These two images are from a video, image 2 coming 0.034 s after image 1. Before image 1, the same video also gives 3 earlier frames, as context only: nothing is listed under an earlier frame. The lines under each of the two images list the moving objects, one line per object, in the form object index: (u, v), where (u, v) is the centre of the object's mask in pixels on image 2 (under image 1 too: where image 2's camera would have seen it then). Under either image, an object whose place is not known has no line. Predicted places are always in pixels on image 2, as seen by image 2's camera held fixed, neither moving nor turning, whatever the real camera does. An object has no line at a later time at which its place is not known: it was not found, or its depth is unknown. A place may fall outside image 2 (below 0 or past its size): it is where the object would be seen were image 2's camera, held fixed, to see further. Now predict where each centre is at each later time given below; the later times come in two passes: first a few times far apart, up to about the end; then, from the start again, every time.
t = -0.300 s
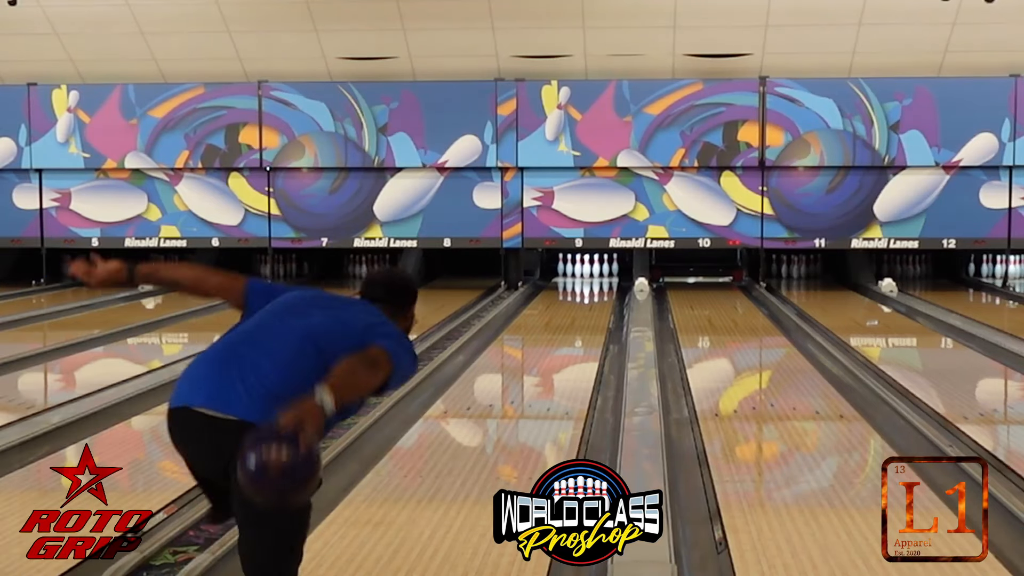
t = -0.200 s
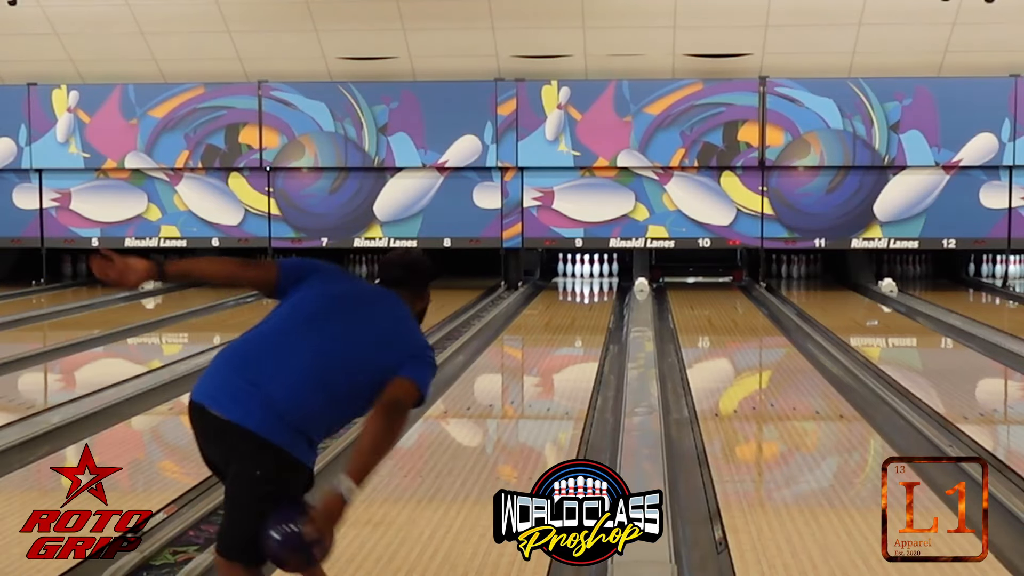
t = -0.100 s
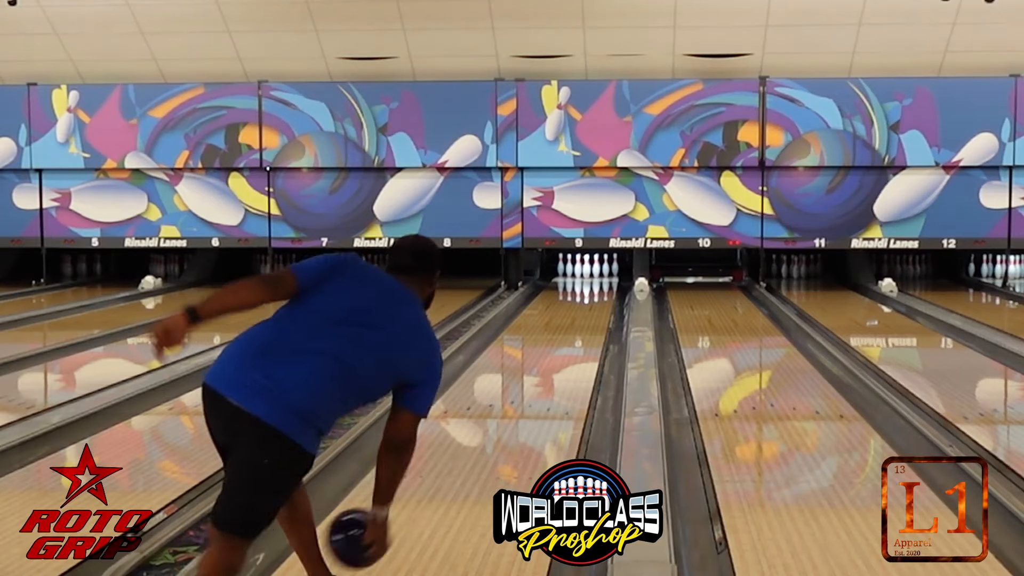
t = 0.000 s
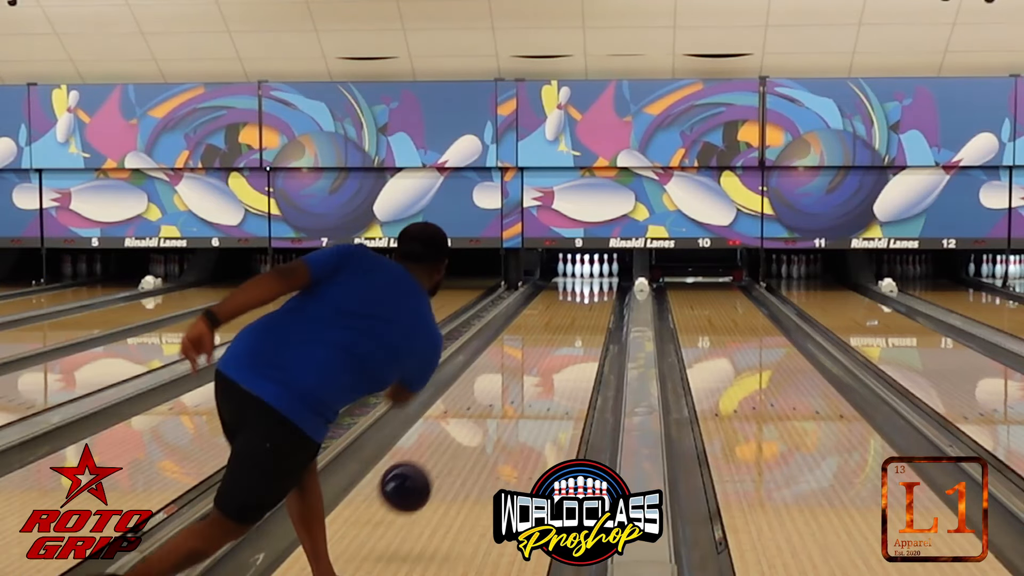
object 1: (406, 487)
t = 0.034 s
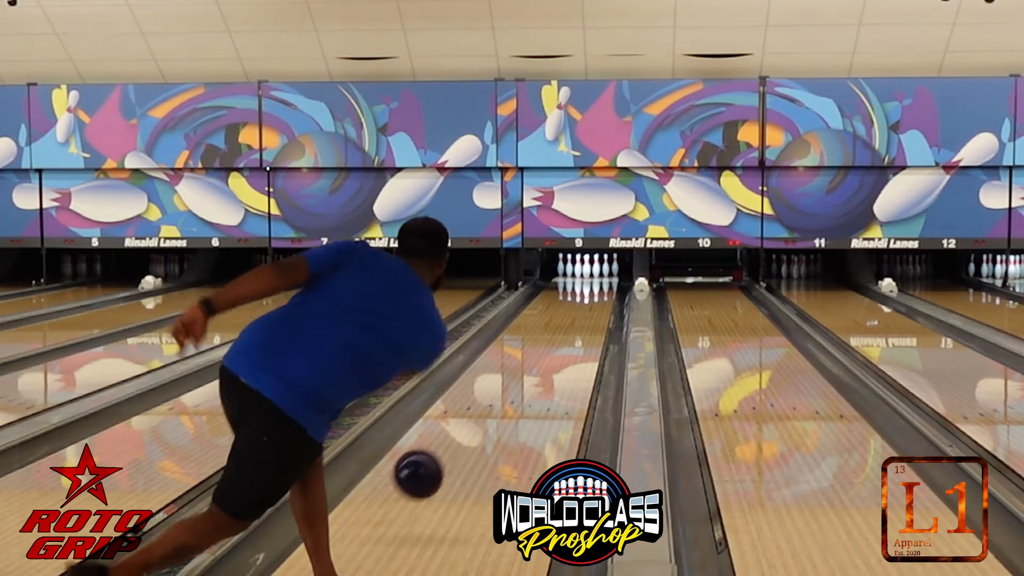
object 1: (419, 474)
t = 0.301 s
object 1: (492, 429)
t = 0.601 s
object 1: (539, 377)
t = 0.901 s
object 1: (567, 343)
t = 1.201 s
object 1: (586, 319)
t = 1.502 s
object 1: (598, 302)
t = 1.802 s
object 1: (604, 289)
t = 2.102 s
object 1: (600, 280)
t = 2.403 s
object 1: (590, 272)
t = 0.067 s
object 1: (430, 464)
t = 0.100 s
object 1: (441, 458)
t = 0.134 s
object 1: (451, 454)
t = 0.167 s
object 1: (461, 453)
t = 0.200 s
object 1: (470, 454)
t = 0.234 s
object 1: (478, 447)
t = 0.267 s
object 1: (485, 436)
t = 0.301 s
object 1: (492, 429)
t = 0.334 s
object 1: (498, 423)
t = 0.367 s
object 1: (505, 416)
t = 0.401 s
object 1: (511, 410)
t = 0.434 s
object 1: (516, 403)
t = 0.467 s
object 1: (521, 398)
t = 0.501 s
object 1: (526, 392)
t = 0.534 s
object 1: (530, 387)
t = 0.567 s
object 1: (535, 382)
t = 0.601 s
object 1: (539, 377)
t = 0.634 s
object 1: (543, 373)
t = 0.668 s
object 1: (547, 368)
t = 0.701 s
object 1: (550, 364)
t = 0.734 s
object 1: (553, 360)
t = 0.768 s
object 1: (556, 356)
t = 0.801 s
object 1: (559, 353)
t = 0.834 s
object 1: (562, 349)
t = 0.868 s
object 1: (565, 346)
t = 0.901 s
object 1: (567, 343)
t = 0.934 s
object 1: (570, 340)
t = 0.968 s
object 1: (573, 337)
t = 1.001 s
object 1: (575, 334)
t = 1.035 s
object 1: (577, 331)
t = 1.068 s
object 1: (579, 329)
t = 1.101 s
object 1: (581, 326)
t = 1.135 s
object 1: (583, 324)
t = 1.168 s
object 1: (585, 321)
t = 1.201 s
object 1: (586, 319)
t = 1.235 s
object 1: (588, 317)
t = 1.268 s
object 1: (590, 315)
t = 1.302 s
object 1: (591, 313)
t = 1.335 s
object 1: (593, 311)
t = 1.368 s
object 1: (594, 309)
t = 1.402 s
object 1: (596, 307)
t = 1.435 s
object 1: (597, 306)
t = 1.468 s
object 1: (598, 304)
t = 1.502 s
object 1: (598, 302)
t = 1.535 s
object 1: (600, 300)
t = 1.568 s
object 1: (601, 299)
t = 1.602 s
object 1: (601, 297)
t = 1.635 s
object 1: (602, 296)
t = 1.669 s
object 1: (603, 294)
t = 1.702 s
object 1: (603, 293)
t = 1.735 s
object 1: (603, 292)
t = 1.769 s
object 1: (604, 290)
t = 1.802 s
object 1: (604, 289)
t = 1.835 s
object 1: (604, 288)
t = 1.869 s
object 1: (604, 287)
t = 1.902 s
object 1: (604, 286)
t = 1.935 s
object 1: (604, 285)
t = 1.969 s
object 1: (603, 284)
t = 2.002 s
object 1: (603, 283)
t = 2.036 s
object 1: (602, 281)
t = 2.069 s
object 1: (601, 281)
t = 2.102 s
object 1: (600, 280)
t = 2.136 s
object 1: (599, 279)
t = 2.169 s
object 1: (598, 278)
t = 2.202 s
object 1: (597, 277)
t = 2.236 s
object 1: (596, 276)
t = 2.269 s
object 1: (595, 275)
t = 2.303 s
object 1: (593, 274)
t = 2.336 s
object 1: (591, 273)
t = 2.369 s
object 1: (590, 273)
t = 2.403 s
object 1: (590, 272)
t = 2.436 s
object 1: (589, 272)
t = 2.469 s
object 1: (588, 271)
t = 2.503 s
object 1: (588, 271)
